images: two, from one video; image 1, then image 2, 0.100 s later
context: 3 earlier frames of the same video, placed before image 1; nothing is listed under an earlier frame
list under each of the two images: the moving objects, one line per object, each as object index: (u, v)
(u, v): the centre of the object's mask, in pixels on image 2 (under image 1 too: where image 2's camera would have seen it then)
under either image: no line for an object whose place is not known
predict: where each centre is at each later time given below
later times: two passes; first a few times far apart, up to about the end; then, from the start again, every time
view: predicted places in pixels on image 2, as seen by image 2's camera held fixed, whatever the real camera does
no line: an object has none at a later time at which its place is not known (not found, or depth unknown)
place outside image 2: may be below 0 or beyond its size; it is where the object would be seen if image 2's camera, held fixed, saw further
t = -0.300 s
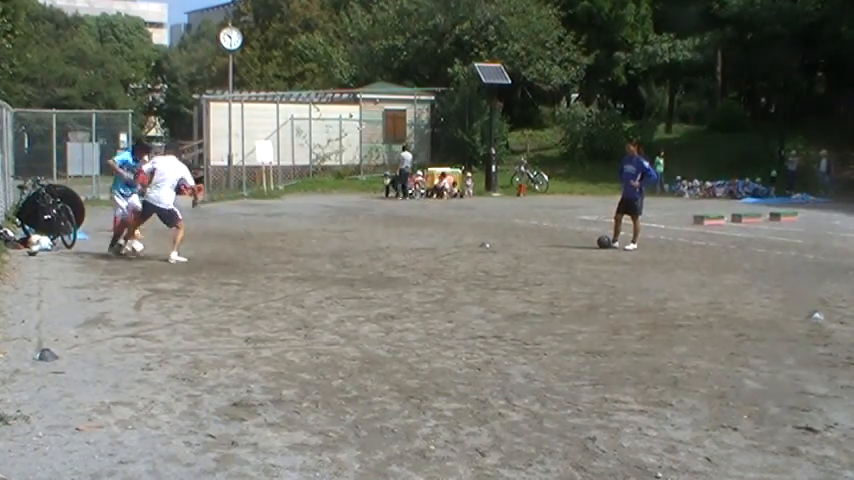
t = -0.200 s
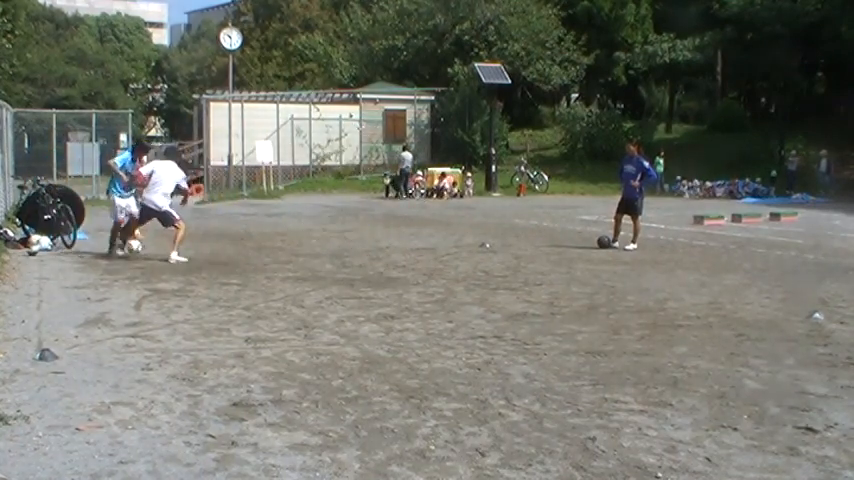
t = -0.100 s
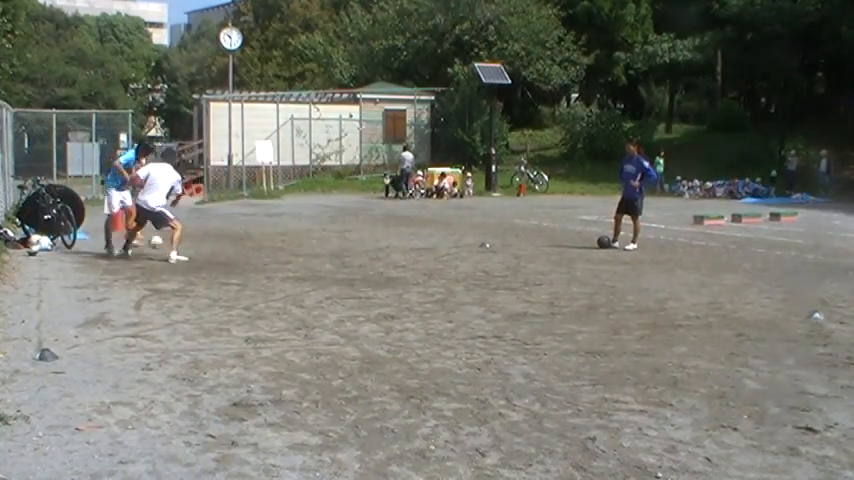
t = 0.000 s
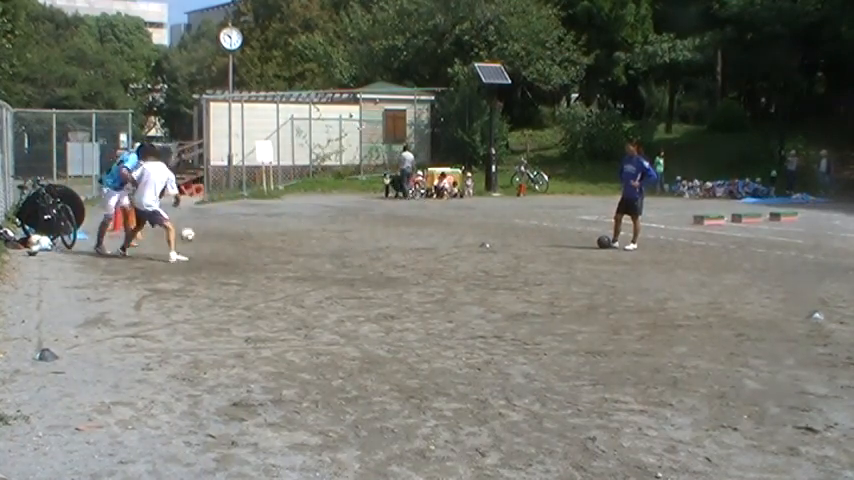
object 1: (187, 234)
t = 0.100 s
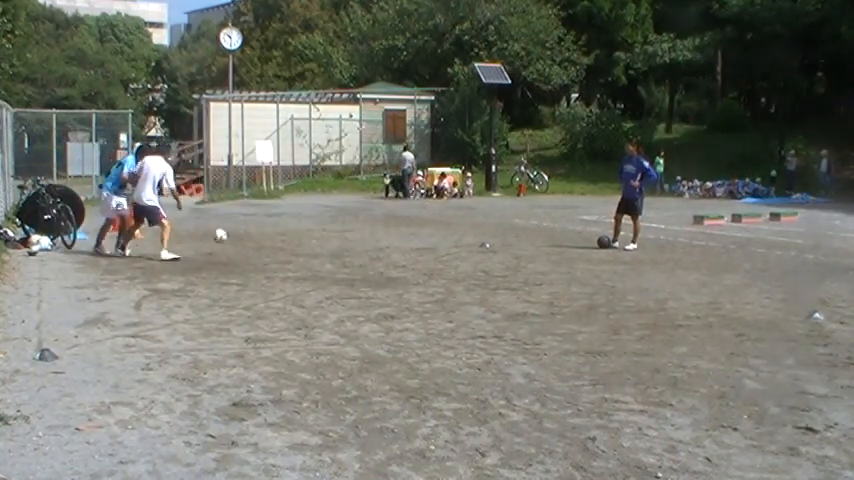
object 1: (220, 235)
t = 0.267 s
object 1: (270, 245)
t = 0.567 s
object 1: (330, 245)
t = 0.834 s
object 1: (379, 244)
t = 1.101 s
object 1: (425, 243)
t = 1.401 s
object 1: (473, 242)
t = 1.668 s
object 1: (512, 242)
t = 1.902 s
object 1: (544, 241)
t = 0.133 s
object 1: (231, 238)
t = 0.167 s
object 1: (241, 240)
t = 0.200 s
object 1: (252, 242)
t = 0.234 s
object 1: (263, 247)
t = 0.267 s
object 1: (270, 245)
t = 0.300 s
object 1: (277, 243)
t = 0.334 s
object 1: (284, 242)
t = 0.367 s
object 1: (290, 241)
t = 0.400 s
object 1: (298, 241)
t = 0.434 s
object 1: (305, 242)
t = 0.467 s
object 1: (311, 244)
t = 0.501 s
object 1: (317, 246)
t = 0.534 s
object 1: (323, 245)
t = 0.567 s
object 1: (330, 245)
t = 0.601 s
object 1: (336, 245)
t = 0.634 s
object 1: (343, 245)
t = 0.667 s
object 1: (349, 244)
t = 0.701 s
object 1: (355, 244)
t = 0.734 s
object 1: (361, 244)
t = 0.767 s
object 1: (367, 244)
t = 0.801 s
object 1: (373, 244)
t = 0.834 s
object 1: (379, 244)
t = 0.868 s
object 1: (385, 244)
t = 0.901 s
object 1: (391, 244)
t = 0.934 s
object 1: (397, 244)
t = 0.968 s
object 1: (403, 243)
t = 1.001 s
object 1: (408, 243)
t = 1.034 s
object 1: (414, 243)
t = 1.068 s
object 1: (419, 243)
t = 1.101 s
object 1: (425, 243)
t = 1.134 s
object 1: (430, 244)
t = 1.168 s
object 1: (436, 243)
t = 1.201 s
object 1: (441, 243)
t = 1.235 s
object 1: (447, 242)
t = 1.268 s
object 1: (452, 243)
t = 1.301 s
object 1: (457, 242)
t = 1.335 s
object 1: (463, 242)
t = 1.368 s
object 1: (468, 242)
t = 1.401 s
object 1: (473, 242)
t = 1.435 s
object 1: (478, 242)
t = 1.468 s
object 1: (483, 242)
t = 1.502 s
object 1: (487, 242)
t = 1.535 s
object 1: (493, 242)
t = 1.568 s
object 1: (498, 241)
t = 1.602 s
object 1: (503, 242)
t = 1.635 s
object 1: (507, 242)
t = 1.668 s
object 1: (512, 242)
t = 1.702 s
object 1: (517, 242)
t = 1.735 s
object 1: (522, 242)
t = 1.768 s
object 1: (526, 241)
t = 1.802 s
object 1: (531, 241)
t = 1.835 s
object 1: (535, 241)
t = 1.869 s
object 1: (539, 241)
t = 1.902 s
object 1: (544, 241)
